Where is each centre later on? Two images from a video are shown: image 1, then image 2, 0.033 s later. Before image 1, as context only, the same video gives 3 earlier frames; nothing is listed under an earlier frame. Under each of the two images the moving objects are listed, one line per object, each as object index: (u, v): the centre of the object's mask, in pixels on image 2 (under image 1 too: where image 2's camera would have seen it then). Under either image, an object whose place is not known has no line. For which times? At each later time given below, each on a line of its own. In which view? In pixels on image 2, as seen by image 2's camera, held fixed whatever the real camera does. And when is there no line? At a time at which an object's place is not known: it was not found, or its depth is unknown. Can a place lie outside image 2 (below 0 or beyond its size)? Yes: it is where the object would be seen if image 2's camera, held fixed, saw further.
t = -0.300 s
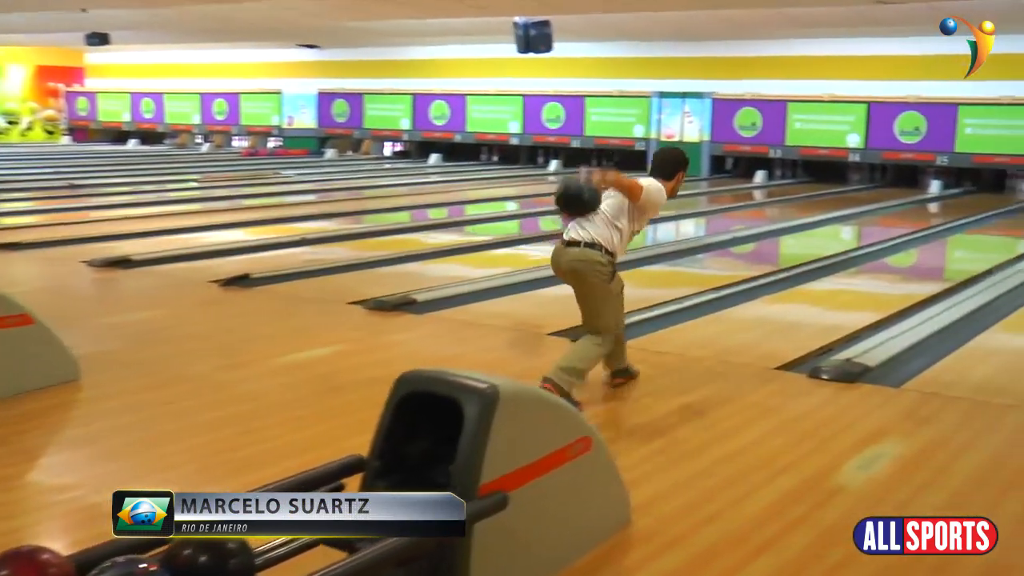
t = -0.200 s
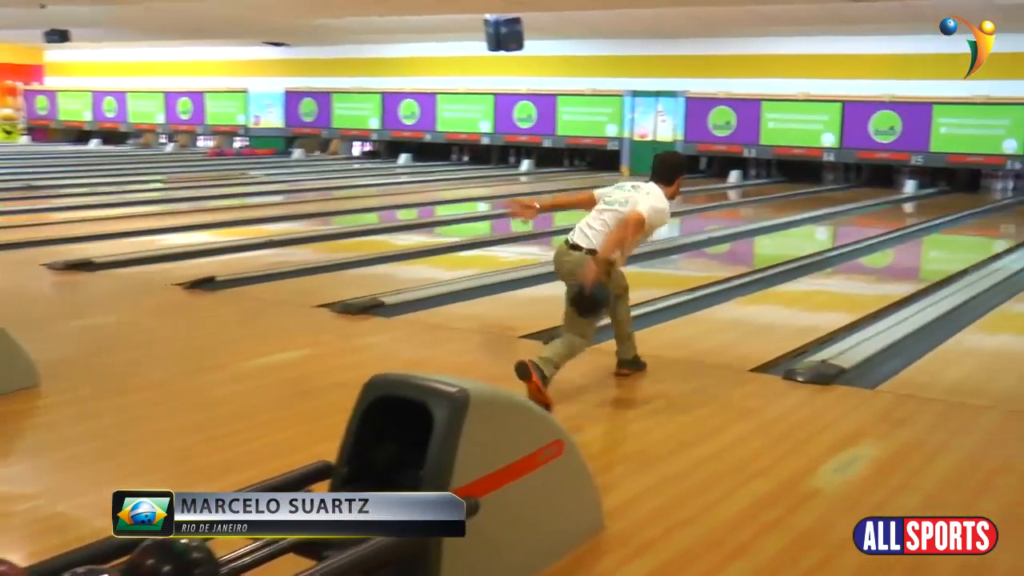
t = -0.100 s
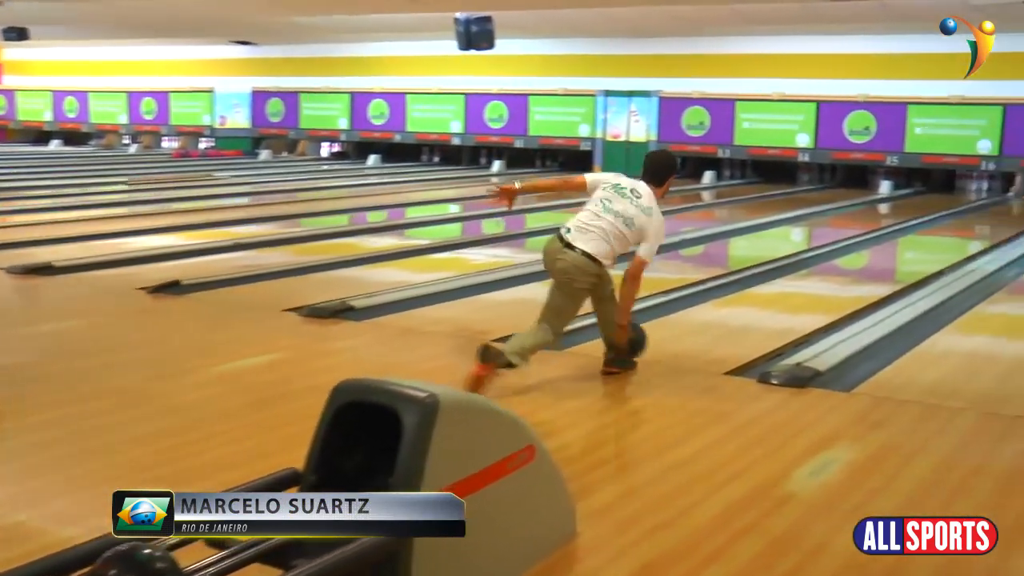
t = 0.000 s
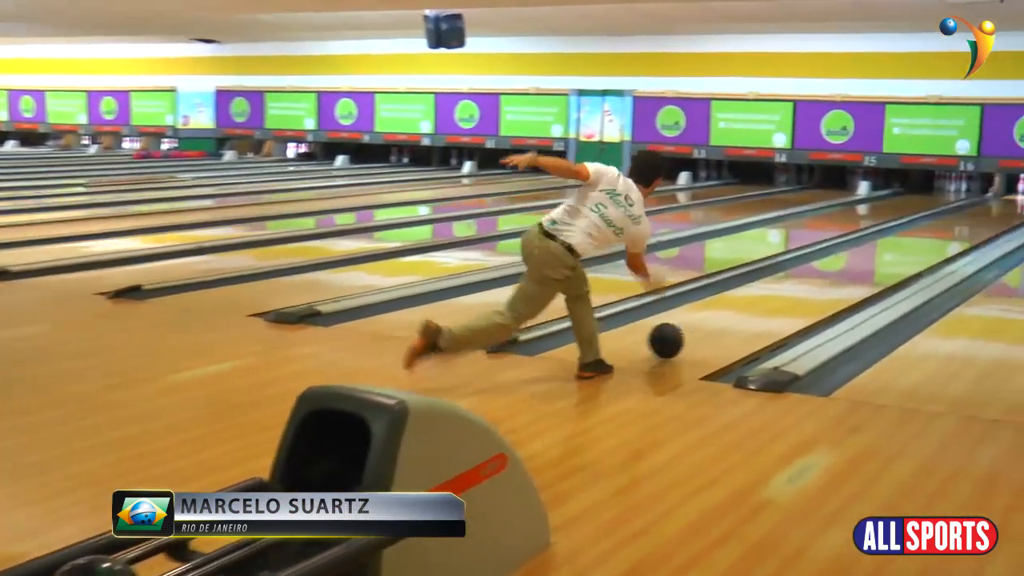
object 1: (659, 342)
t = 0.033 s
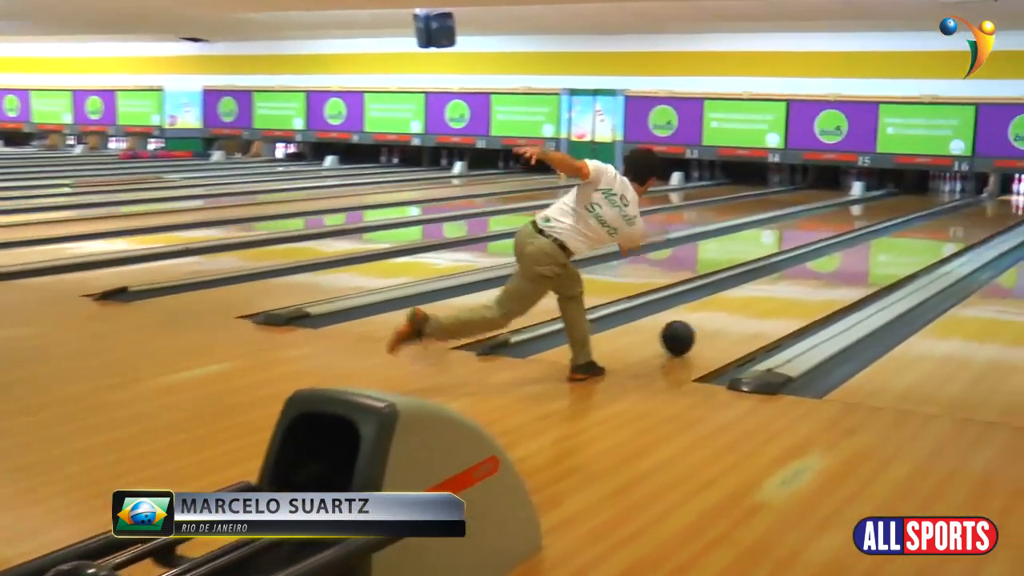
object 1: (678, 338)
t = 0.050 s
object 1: (686, 335)
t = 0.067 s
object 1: (695, 332)
